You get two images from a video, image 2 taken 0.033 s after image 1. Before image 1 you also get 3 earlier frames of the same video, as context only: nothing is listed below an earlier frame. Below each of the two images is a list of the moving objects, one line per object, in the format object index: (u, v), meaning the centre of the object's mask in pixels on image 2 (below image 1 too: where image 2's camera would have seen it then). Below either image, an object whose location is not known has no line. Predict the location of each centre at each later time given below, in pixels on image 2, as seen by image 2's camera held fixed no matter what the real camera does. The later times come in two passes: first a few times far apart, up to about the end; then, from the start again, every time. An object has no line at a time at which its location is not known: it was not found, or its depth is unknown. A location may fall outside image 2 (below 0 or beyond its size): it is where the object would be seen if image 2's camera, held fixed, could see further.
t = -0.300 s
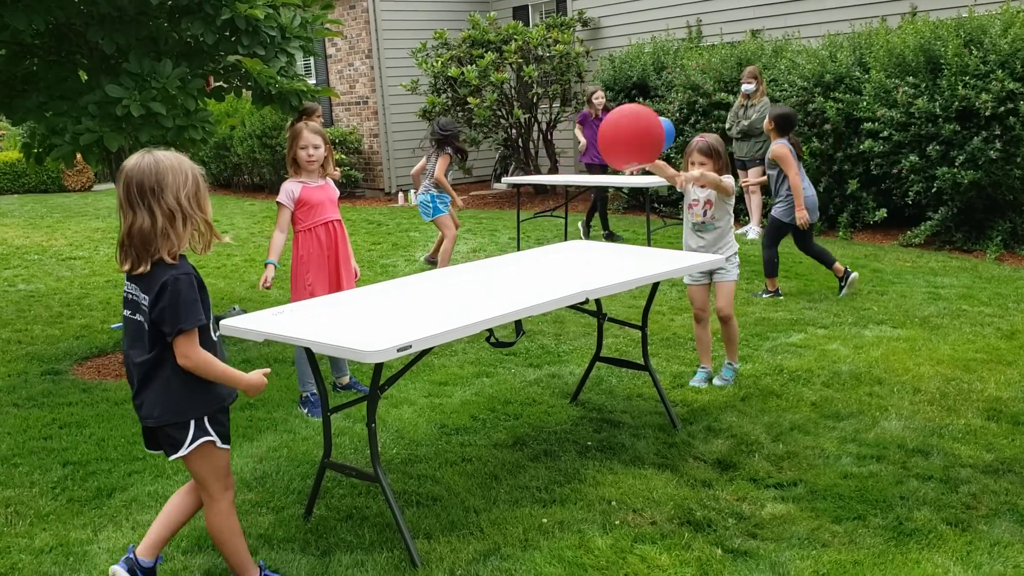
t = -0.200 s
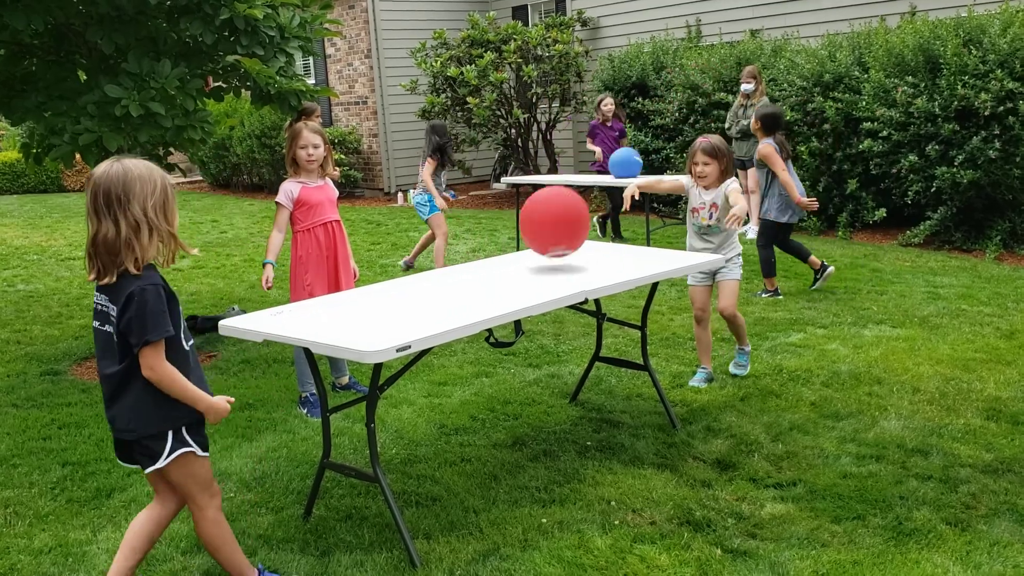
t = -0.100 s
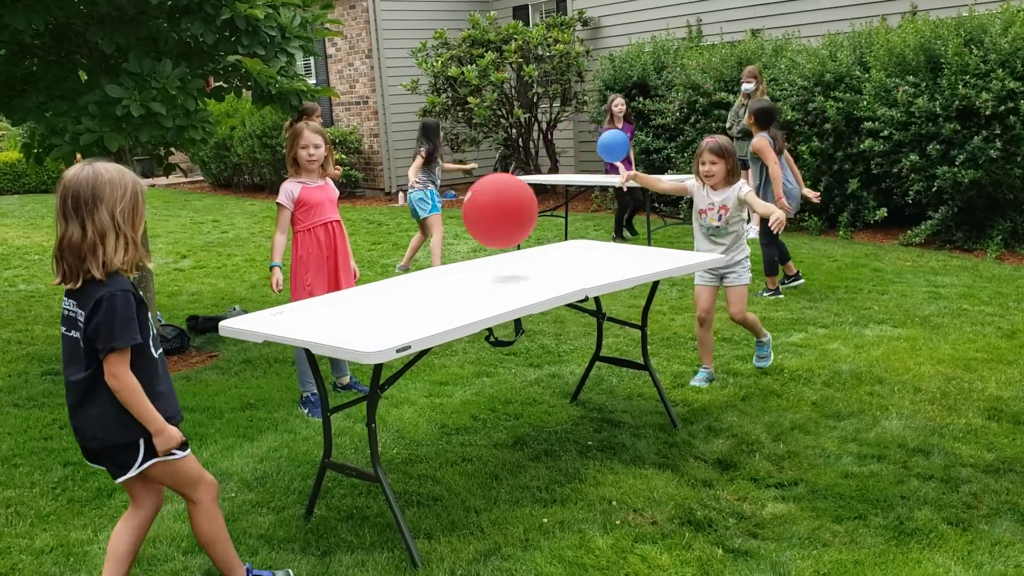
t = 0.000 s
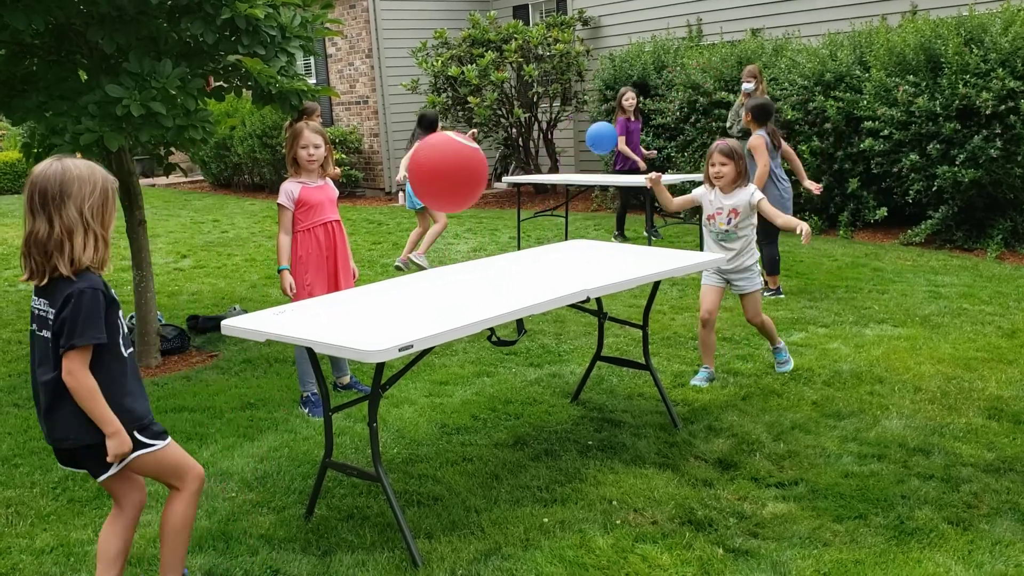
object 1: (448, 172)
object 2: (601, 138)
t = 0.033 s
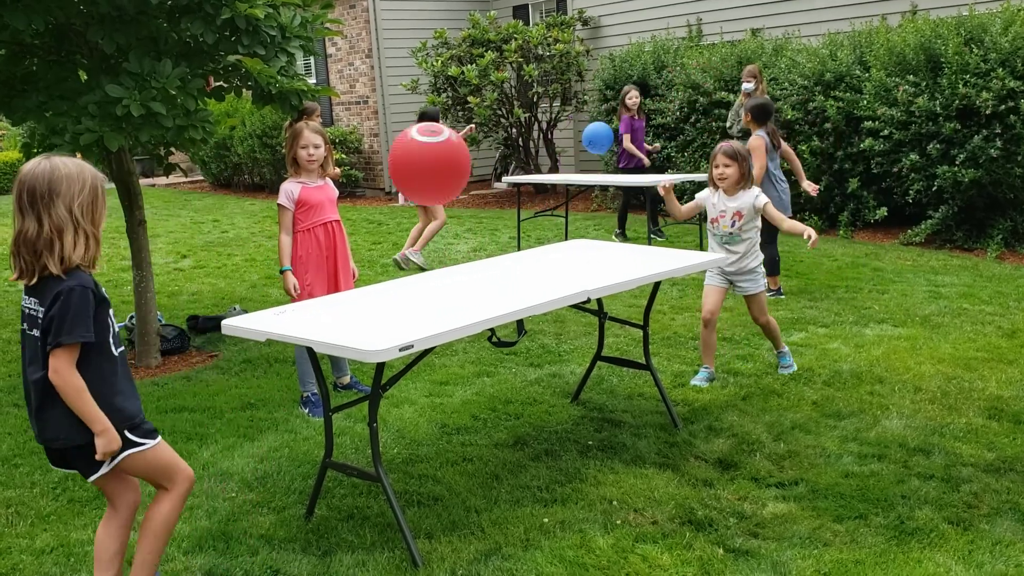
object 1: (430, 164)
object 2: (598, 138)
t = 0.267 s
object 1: (282, 208)
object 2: (575, 156)
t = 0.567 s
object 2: (557, 161)
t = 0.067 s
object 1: (410, 159)
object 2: (594, 139)
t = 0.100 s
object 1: (390, 157)
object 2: (591, 142)
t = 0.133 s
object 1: (370, 159)
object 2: (587, 145)
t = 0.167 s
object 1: (349, 165)
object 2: (584, 150)
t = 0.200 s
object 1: (326, 175)
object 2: (581, 156)
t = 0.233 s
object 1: (304, 189)
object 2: (578, 160)
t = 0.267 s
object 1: (282, 208)
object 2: (575, 156)
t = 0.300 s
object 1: (259, 232)
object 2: (573, 152)
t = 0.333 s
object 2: (570, 149)
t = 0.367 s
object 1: (212, 295)
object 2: (568, 148)
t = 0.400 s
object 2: (566, 148)
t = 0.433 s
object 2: (564, 148)
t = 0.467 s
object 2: (561, 150)
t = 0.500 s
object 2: (560, 153)
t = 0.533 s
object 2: (558, 157)
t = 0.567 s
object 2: (557, 161)
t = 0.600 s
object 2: (555, 164)
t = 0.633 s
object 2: (553, 168)
